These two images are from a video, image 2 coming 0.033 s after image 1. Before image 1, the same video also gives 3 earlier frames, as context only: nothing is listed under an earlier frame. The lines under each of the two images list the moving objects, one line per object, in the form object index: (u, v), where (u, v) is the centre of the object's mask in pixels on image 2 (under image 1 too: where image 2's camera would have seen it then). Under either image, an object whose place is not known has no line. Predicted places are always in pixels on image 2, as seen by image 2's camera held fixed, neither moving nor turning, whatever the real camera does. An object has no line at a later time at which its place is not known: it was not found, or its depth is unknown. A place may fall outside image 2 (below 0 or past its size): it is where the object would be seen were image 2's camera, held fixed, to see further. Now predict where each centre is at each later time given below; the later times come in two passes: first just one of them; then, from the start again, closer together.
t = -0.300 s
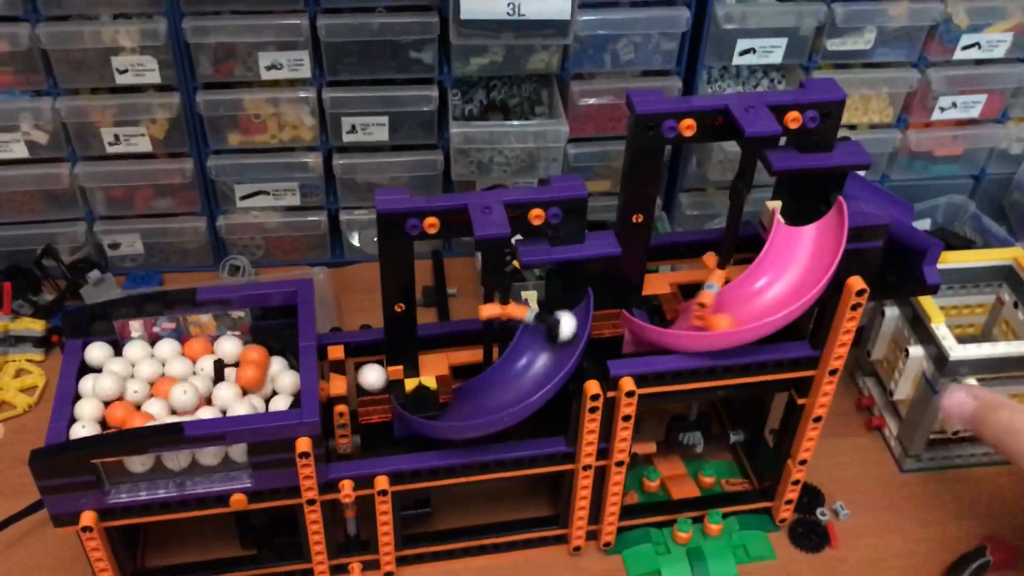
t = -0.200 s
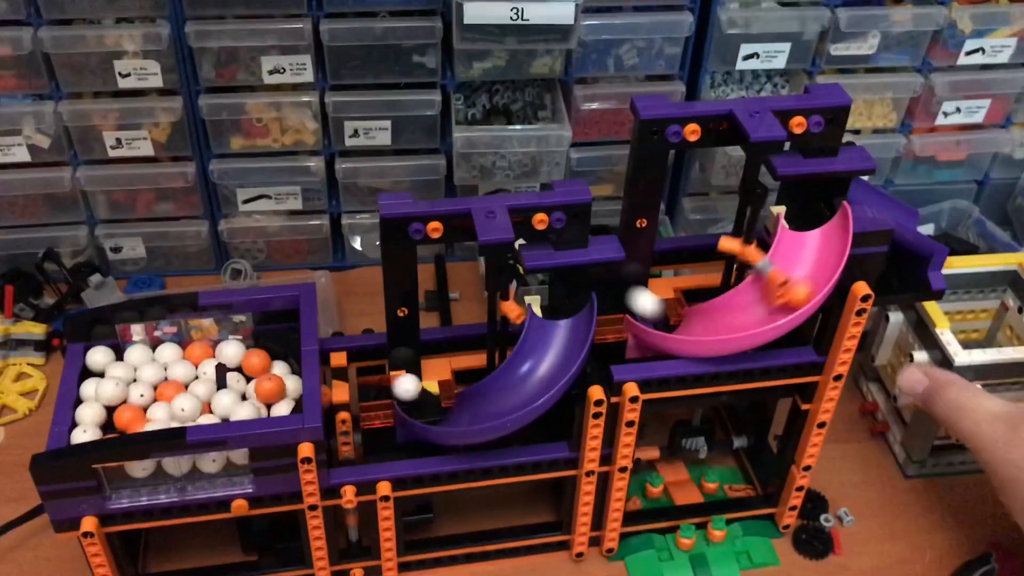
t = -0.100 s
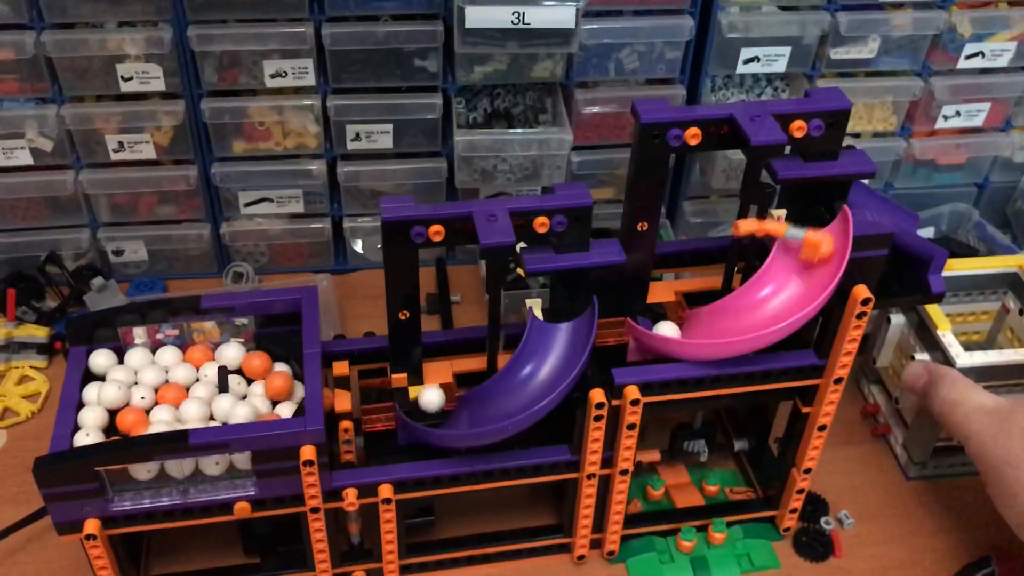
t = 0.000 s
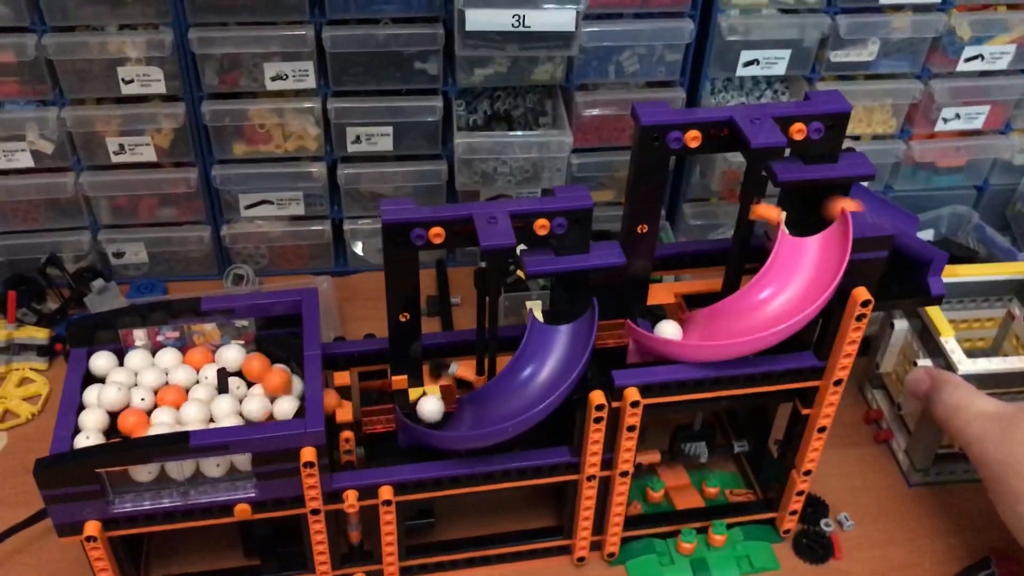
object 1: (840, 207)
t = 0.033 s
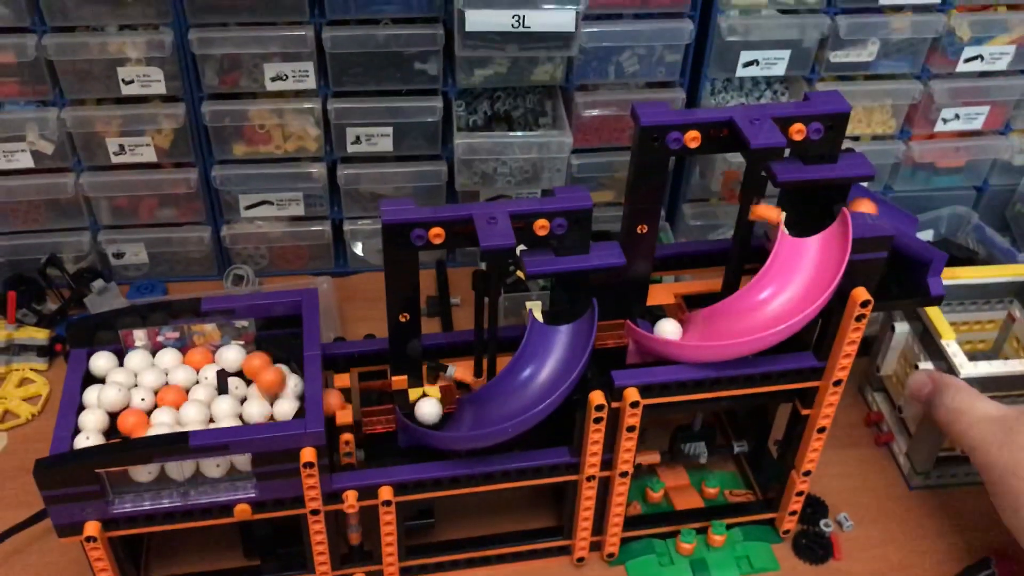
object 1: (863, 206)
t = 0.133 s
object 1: (904, 223)
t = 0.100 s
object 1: (883, 210)
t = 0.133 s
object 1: (904, 223)
